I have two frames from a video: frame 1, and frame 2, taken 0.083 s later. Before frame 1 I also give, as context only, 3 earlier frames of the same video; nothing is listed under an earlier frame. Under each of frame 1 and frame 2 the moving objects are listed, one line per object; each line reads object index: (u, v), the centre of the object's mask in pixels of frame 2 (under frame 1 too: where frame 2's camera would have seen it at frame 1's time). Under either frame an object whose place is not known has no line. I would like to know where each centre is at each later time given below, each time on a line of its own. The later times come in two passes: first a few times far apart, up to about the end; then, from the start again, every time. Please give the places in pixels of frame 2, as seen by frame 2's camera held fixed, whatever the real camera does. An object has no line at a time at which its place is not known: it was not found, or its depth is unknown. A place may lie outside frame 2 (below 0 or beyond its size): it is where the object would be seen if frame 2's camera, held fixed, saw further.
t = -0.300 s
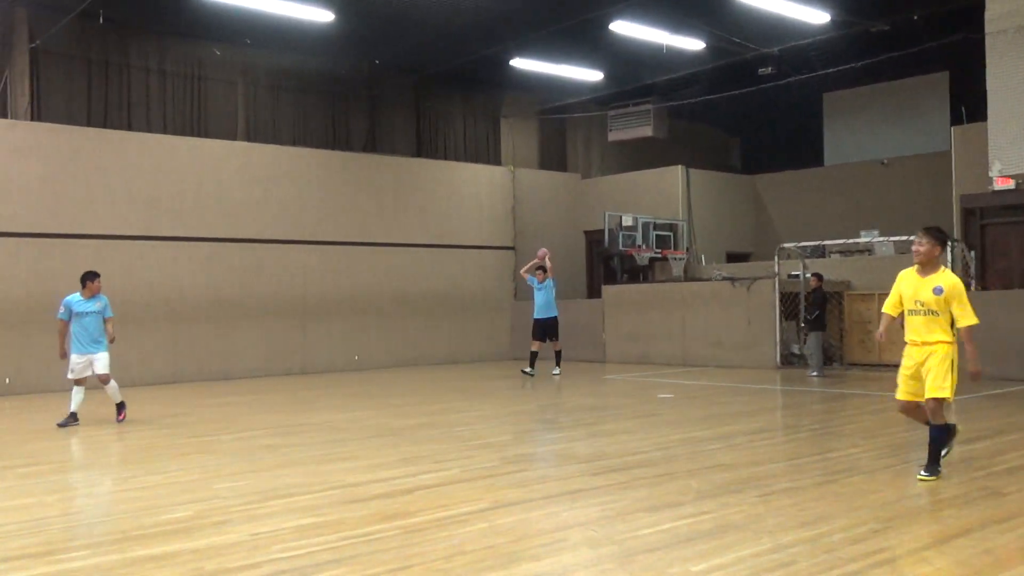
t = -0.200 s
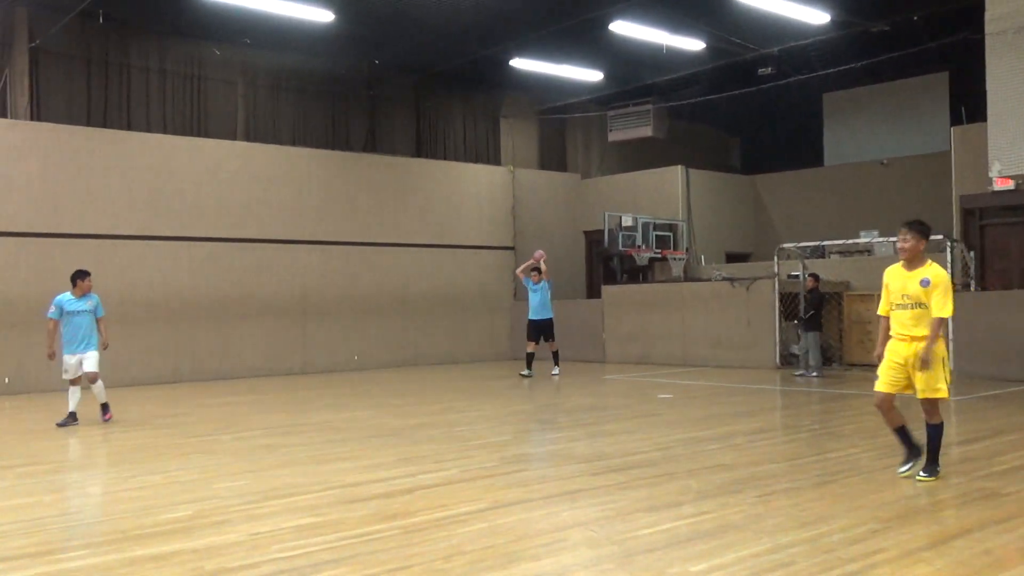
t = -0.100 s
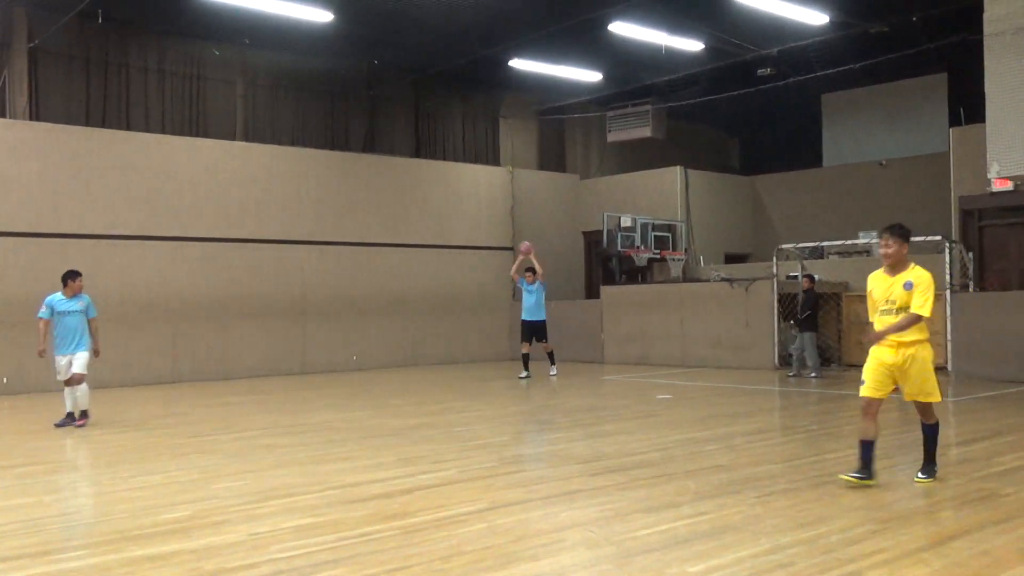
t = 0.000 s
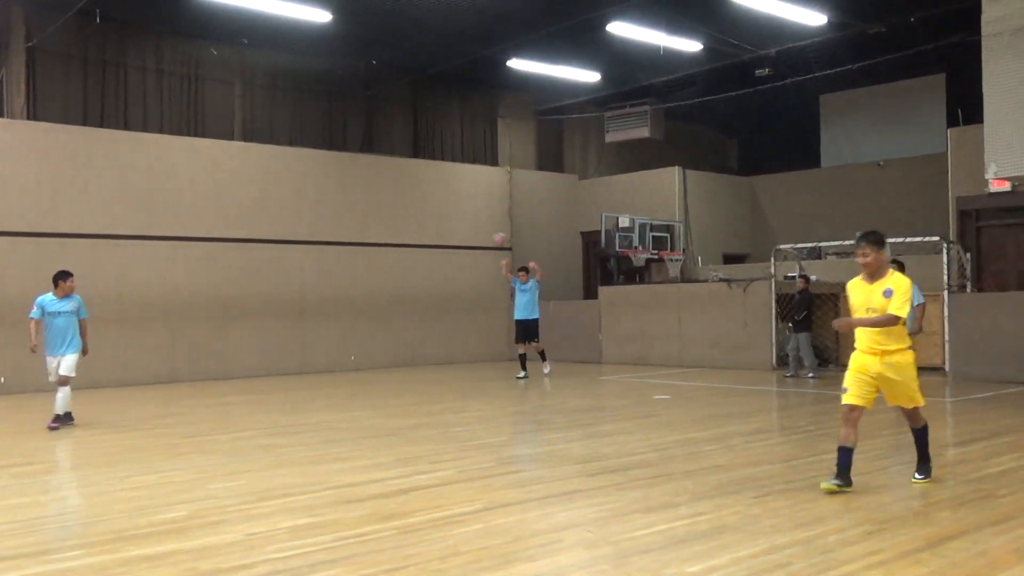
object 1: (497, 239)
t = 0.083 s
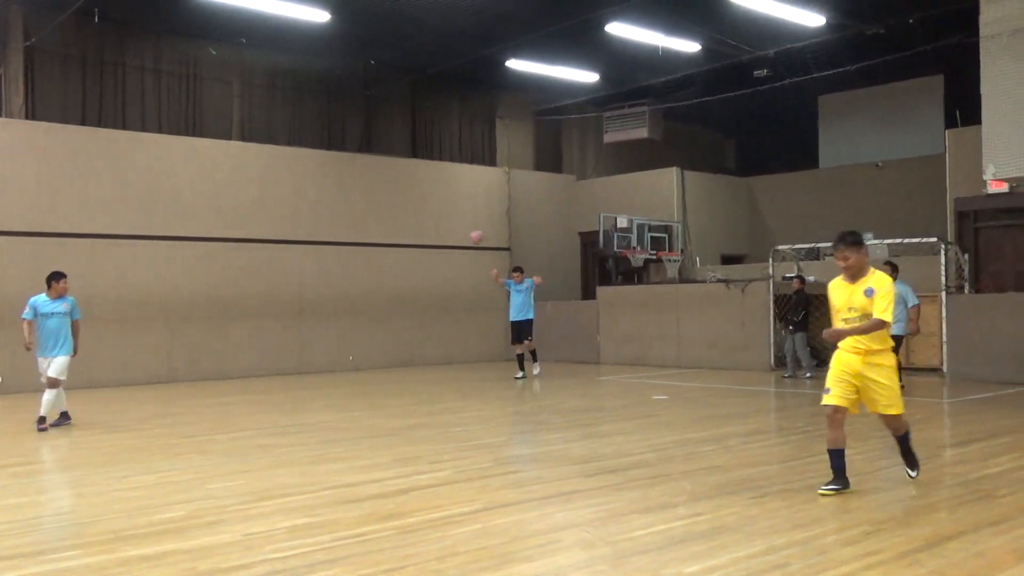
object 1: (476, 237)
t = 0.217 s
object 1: (438, 244)
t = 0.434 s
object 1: (370, 287)
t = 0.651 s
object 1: (291, 379)
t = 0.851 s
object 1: (236, 369)
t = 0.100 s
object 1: (471, 237)
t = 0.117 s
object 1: (467, 237)
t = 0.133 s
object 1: (462, 238)
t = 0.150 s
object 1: (458, 238)
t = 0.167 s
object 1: (453, 240)
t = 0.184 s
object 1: (448, 241)
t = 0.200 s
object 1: (443, 242)
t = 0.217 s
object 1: (438, 244)
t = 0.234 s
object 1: (433, 245)
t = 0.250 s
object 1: (429, 247)
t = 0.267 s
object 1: (424, 249)
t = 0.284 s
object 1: (418, 252)
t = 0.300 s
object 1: (414, 255)
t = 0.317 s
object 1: (408, 258)
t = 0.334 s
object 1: (403, 261)
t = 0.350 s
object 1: (398, 264)
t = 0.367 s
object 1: (393, 268)
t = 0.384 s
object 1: (387, 272)
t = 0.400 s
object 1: (381, 276)
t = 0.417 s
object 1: (376, 281)
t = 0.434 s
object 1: (370, 287)
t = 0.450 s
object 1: (364, 291)
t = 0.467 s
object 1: (358, 297)
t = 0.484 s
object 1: (352, 303)
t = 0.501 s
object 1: (346, 308)
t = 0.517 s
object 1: (341, 315)
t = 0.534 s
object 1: (335, 322)
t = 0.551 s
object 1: (329, 329)
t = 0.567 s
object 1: (323, 337)
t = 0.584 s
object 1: (316, 344)
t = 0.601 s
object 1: (310, 353)
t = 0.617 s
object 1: (303, 361)
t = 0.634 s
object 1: (296, 370)
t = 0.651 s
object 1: (291, 379)
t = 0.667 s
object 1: (283, 391)
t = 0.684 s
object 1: (277, 401)
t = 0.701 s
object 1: (271, 408)
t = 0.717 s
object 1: (266, 405)
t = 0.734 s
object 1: (263, 400)
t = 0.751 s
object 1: (259, 395)
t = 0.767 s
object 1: (255, 391)
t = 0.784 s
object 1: (252, 386)
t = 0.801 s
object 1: (248, 382)
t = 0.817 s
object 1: (244, 378)
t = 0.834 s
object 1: (240, 373)
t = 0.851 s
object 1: (236, 369)
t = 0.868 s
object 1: (232, 367)
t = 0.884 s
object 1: (228, 363)
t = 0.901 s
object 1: (225, 360)
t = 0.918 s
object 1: (221, 358)
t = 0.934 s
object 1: (217, 355)
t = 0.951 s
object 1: (212, 353)
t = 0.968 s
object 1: (210, 350)
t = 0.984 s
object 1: (206, 349)
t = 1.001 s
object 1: (202, 348)
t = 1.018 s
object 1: (198, 346)
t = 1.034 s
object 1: (194, 345)
